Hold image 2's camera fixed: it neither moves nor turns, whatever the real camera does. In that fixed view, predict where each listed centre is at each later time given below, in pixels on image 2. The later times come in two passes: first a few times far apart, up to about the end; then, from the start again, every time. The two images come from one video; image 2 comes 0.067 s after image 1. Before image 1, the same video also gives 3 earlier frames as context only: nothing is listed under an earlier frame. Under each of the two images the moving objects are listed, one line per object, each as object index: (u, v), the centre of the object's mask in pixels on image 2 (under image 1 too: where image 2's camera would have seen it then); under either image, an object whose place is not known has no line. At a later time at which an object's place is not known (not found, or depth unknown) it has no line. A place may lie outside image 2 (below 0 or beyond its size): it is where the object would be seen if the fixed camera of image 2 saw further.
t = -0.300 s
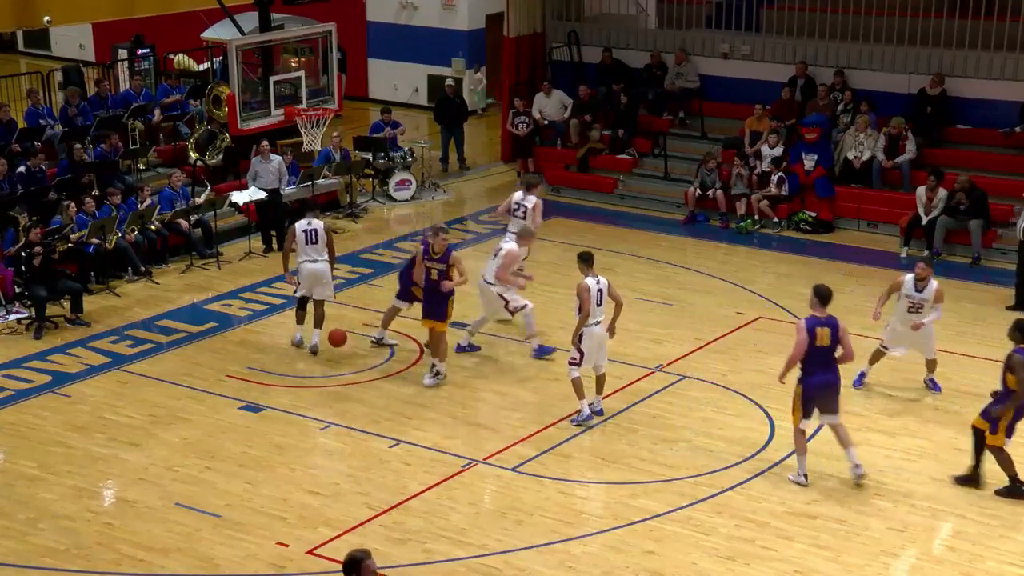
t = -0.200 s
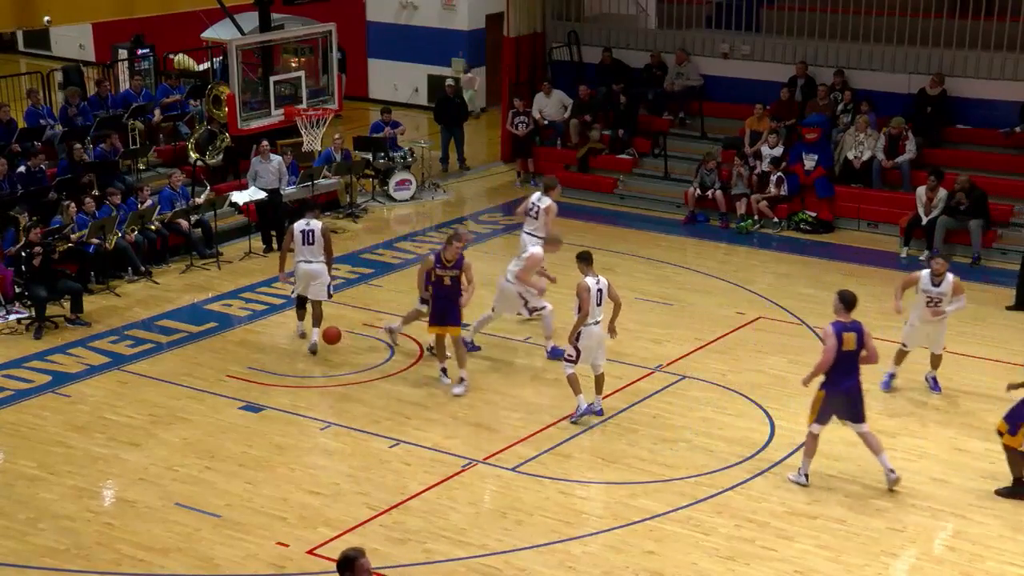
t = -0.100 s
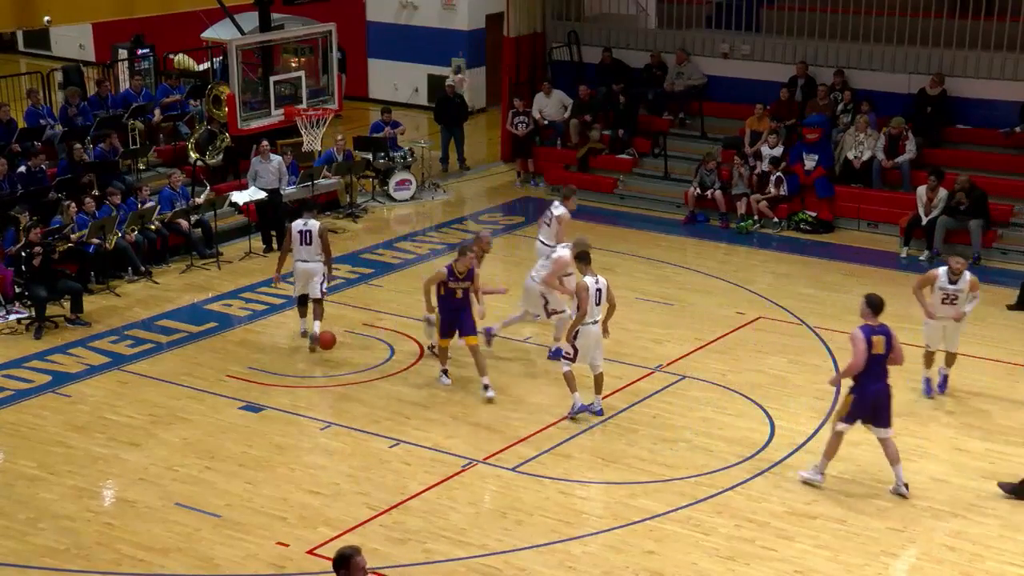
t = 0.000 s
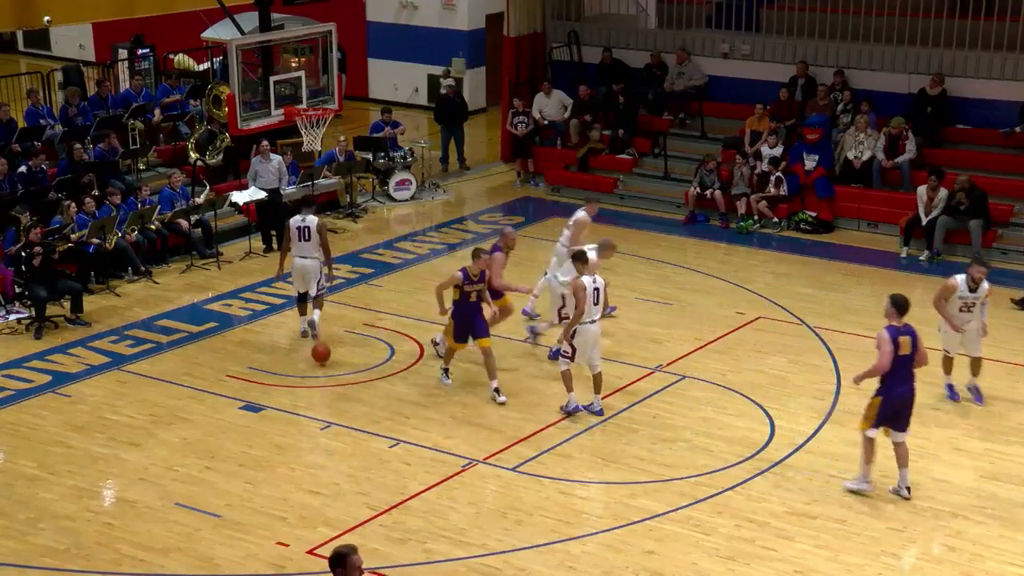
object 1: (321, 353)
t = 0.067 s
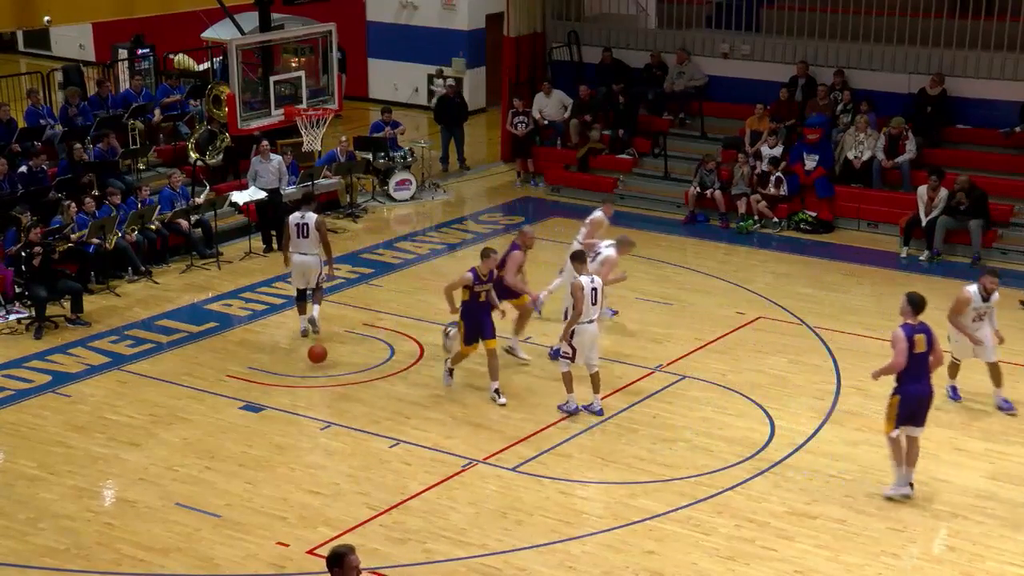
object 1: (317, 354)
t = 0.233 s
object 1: (307, 349)
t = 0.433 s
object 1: (297, 362)
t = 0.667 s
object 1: (283, 367)
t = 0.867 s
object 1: (271, 369)
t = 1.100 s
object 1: (257, 375)
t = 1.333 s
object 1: (243, 382)
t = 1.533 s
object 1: (231, 388)
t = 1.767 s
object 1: (217, 393)
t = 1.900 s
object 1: (210, 396)
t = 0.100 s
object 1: (315, 351)
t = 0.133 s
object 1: (313, 349)
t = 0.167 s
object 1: (311, 348)
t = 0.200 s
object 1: (309, 348)
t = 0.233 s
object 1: (307, 349)
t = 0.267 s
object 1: (305, 351)
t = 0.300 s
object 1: (304, 353)
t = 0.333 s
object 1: (302, 357)
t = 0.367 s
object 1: (300, 361)
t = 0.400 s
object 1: (299, 365)
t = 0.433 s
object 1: (297, 362)
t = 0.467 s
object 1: (294, 360)
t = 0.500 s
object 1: (292, 359)
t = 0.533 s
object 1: (291, 359)
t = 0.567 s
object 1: (289, 359)
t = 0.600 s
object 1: (287, 361)
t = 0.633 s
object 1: (285, 364)
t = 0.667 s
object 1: (283, 367)
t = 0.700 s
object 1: (281, 372)
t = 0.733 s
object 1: (279, 371)
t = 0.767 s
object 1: (277, 368)
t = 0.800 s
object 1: (275, 368)
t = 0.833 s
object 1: (273, 368)
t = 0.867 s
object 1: (271, 369)
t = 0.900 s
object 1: (269, 371)
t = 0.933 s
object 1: (267, 374)
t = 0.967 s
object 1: (265, 377)
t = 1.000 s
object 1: (263, 376)
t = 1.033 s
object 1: (261, 375)
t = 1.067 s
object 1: (259, 375)
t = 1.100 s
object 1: (257, 375)
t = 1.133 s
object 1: (255, 377)
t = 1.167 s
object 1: (253, 379)
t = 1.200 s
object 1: (251, 382)
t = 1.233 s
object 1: (249, 381)
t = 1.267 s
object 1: (247, 380)
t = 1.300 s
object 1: (245, 381)
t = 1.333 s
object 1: (243, 382)
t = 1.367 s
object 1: (241, 385)
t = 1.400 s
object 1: (239, 386)
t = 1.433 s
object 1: (237, 385)
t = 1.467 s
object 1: (235, 385)
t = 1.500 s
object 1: (233, 387)
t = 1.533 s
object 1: (231, 388)
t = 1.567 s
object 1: (229, 389)
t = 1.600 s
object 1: (227, 389)
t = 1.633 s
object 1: (225, 389)
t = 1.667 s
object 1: (223, 390)
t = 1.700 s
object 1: (221, 393)
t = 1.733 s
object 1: (219, 392)
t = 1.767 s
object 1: (217, 393)
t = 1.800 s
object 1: (216, 394)
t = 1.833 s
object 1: (214, 395)
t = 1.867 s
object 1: (211, 395)
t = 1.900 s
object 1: (210, 396)
